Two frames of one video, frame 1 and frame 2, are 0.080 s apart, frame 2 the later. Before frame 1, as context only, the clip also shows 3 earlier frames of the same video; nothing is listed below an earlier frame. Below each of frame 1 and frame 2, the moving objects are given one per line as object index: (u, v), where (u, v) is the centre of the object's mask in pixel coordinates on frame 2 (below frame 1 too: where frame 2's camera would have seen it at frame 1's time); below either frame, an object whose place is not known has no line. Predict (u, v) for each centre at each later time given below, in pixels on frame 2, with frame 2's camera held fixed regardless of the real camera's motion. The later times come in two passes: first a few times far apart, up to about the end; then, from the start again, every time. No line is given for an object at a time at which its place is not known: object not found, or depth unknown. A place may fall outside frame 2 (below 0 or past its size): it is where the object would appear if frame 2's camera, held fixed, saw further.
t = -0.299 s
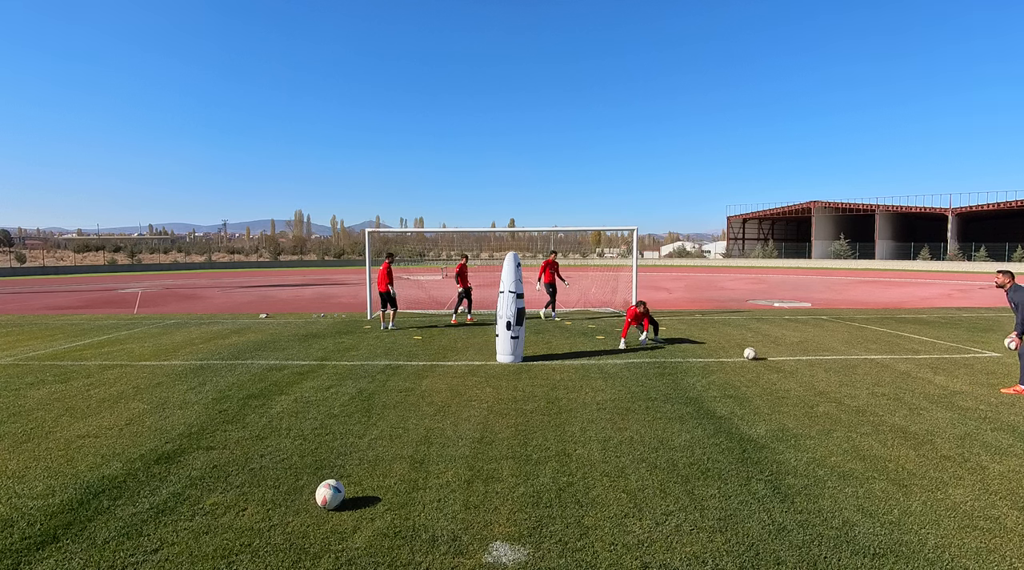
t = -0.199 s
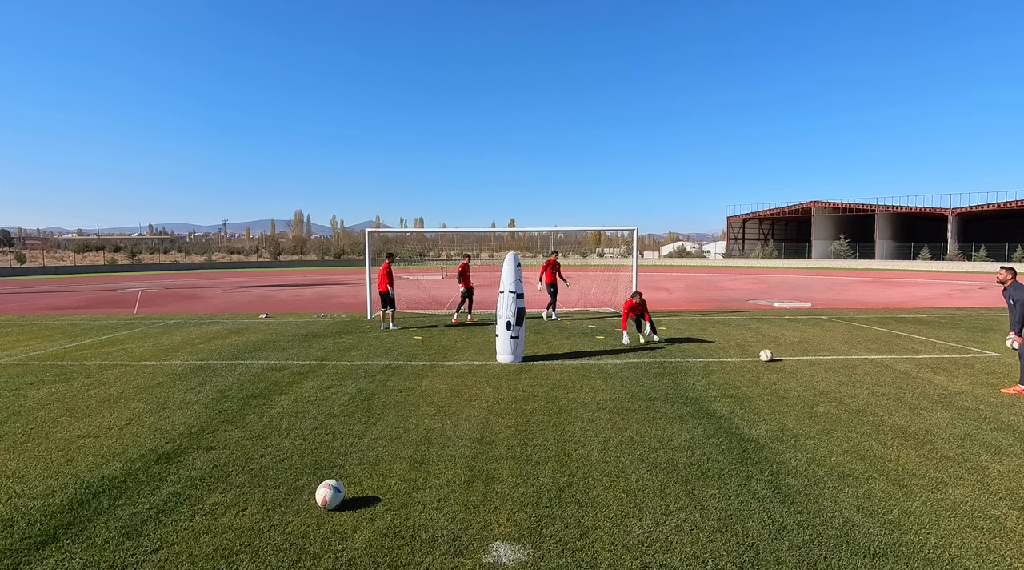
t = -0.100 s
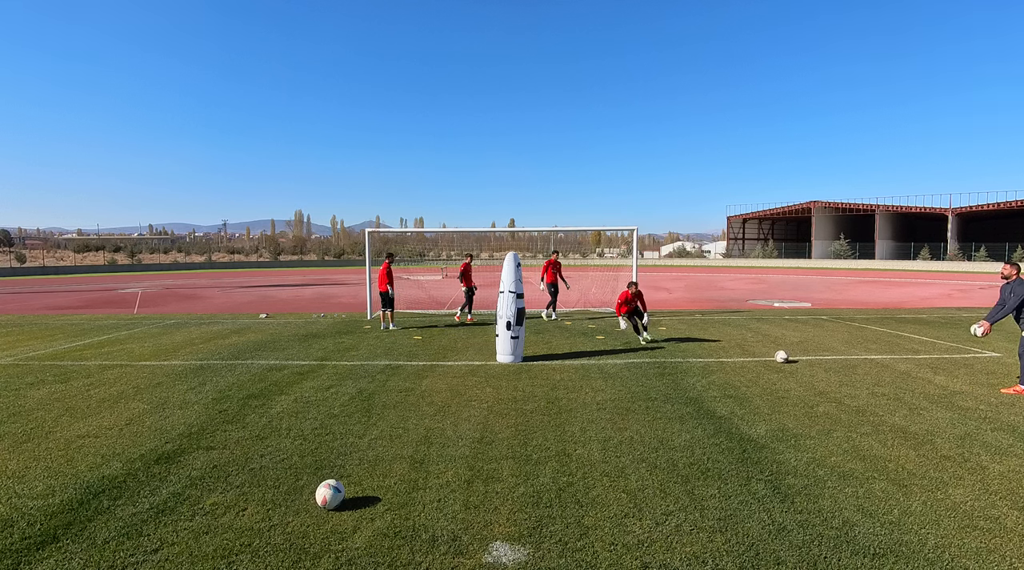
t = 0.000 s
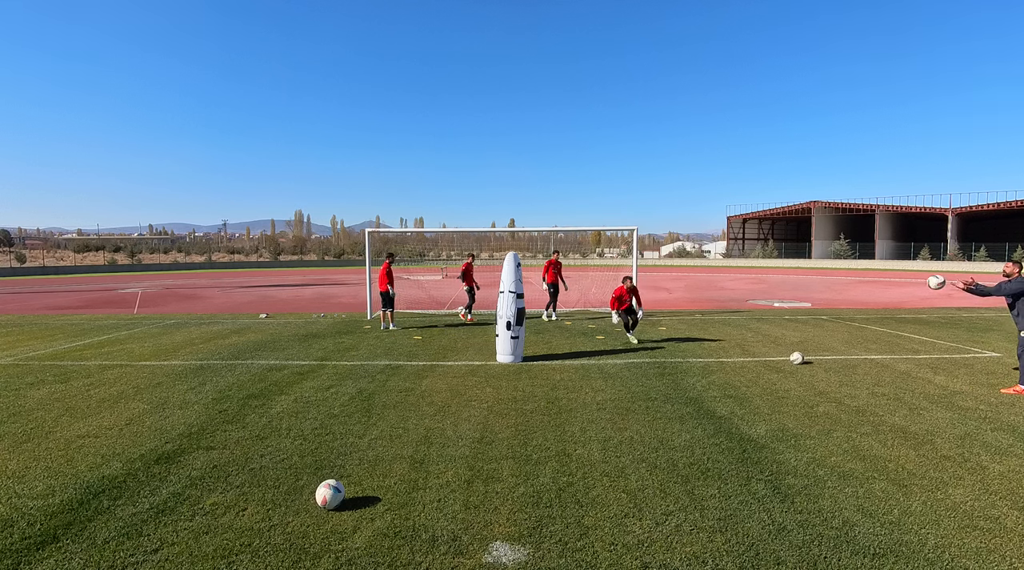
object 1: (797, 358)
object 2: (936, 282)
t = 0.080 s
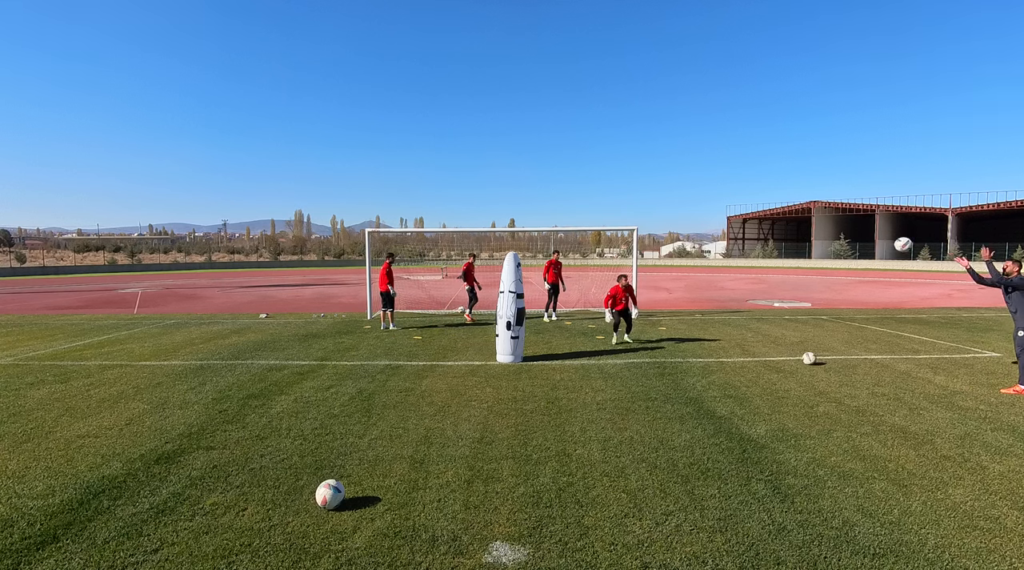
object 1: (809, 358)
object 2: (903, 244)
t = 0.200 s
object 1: (827, 360)
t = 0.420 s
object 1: (858, 362)
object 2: (771, 139)
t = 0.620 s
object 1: (885, 365)
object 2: (701, 116)
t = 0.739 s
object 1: (901, 366)
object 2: (662, 115)
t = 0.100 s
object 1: (812, 358)
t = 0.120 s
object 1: (815, 359)
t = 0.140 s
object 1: (818, 359)
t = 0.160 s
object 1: (821, 359)
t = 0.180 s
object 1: (824, 360)
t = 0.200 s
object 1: (827, 360)
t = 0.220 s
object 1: (830, 359)
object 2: (847, 191)
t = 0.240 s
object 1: (832, 360)
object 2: (839, 184)
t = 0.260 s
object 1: (835, 360)
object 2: (831, 178)
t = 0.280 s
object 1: (838, 361)
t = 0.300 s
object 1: (841, 361)
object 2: (816, 166)
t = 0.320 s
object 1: (843, 361)
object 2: (808, 161)
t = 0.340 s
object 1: (846, 361)
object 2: (801, 156)
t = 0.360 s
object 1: (850, 362)
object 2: (793, 151)
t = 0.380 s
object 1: (852, 362)
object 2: (786, 146)
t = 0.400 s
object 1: (855, 362)
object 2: (779, 142)
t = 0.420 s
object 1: (858, 362)
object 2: (771, 139)
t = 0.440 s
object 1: (861, 362)
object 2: (764, 135)
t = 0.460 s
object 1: (864, 363)
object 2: (756, 132)
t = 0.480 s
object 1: (866, 363)
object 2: (750, 129)
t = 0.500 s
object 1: (869, 363)
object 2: (743, 126)
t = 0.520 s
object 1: (872, 363)
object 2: (735, 124)
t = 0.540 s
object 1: (874, 363)
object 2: (728, 122)
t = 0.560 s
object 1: (877, 364)
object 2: (721, 120)
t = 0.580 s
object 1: (880, 364)
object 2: (715, 118)
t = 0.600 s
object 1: (883, 364)
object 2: (708, 117)
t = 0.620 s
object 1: (885, 365)
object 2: (701, 116)
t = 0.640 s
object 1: (888, 365)
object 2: (694, 116)
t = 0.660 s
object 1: (891, 365)
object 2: (688, 115)
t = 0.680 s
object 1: (894, 365)
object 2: (681, 115)
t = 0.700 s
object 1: (896, 366)
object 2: (675, 115)
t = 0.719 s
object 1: (899, 366)
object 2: (668, 115)
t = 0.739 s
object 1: (901, 366)
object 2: (662, 115)
